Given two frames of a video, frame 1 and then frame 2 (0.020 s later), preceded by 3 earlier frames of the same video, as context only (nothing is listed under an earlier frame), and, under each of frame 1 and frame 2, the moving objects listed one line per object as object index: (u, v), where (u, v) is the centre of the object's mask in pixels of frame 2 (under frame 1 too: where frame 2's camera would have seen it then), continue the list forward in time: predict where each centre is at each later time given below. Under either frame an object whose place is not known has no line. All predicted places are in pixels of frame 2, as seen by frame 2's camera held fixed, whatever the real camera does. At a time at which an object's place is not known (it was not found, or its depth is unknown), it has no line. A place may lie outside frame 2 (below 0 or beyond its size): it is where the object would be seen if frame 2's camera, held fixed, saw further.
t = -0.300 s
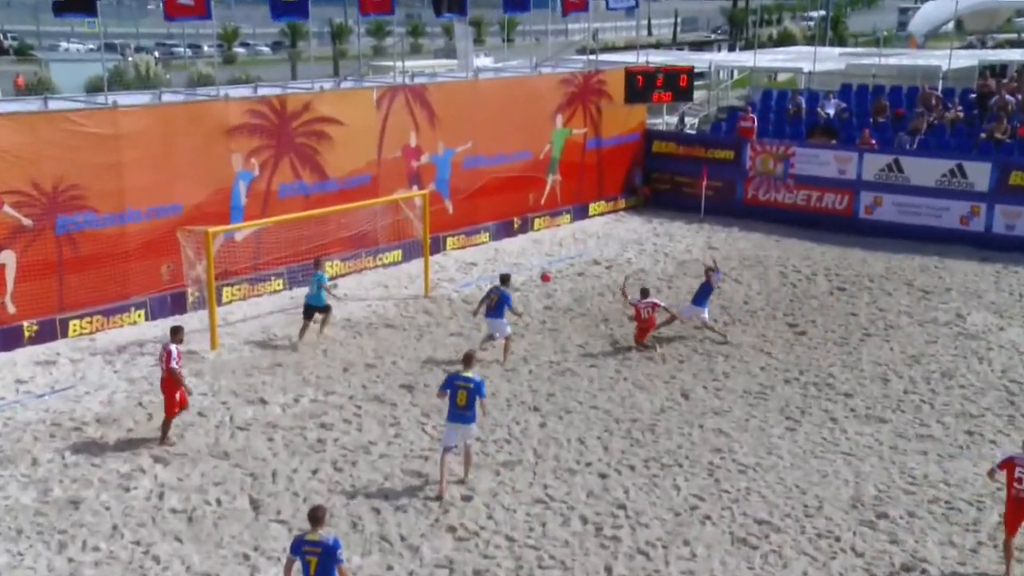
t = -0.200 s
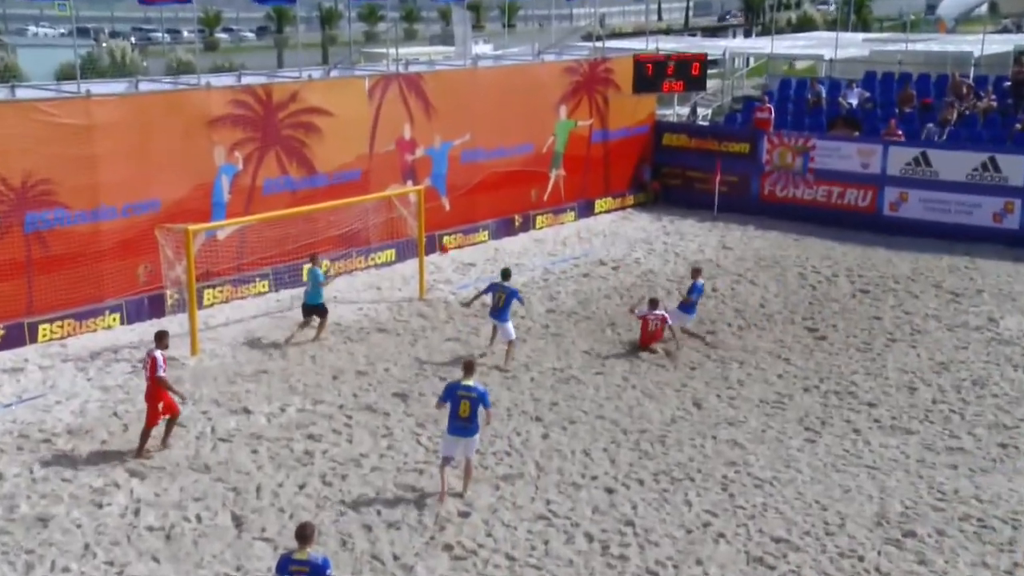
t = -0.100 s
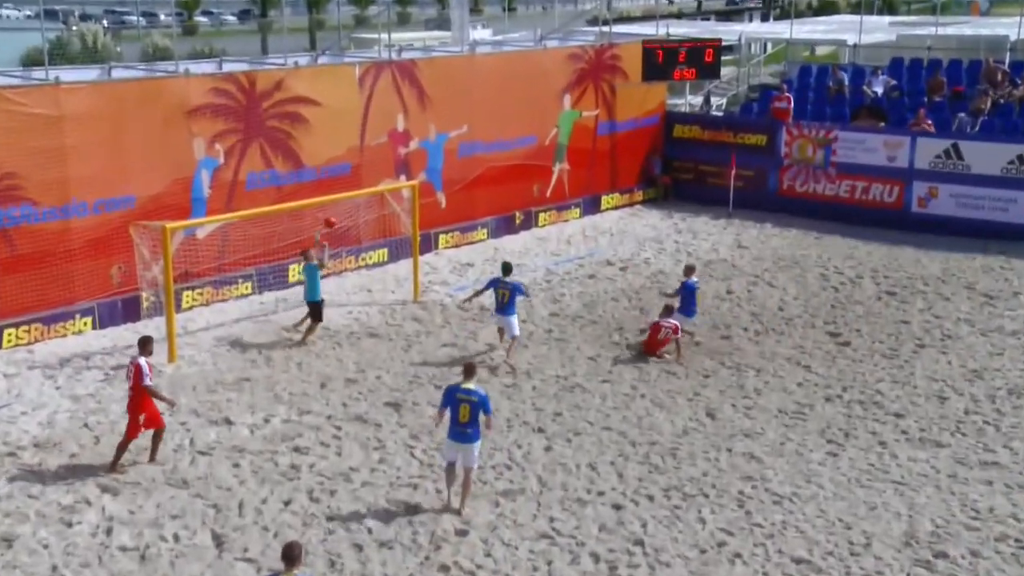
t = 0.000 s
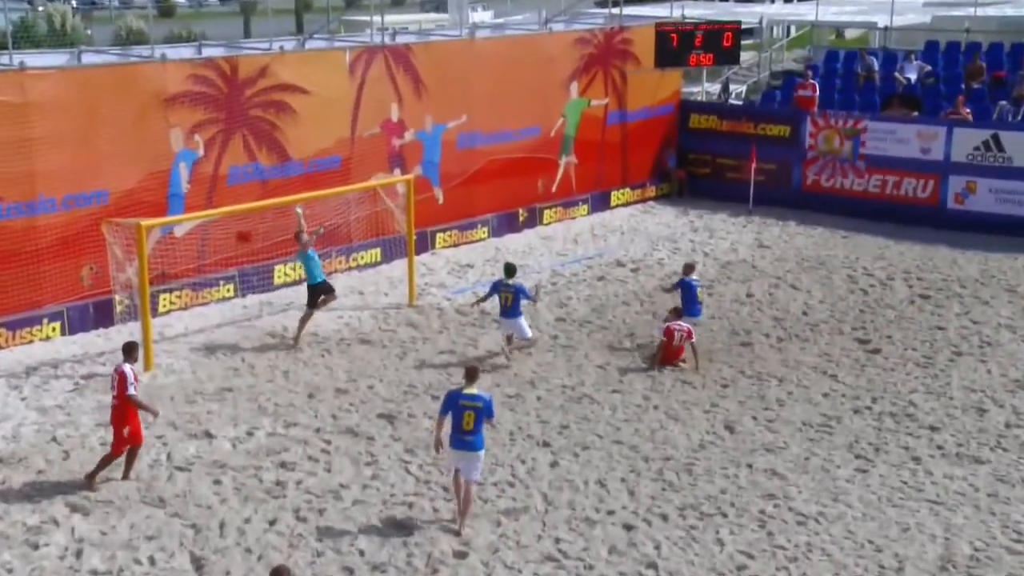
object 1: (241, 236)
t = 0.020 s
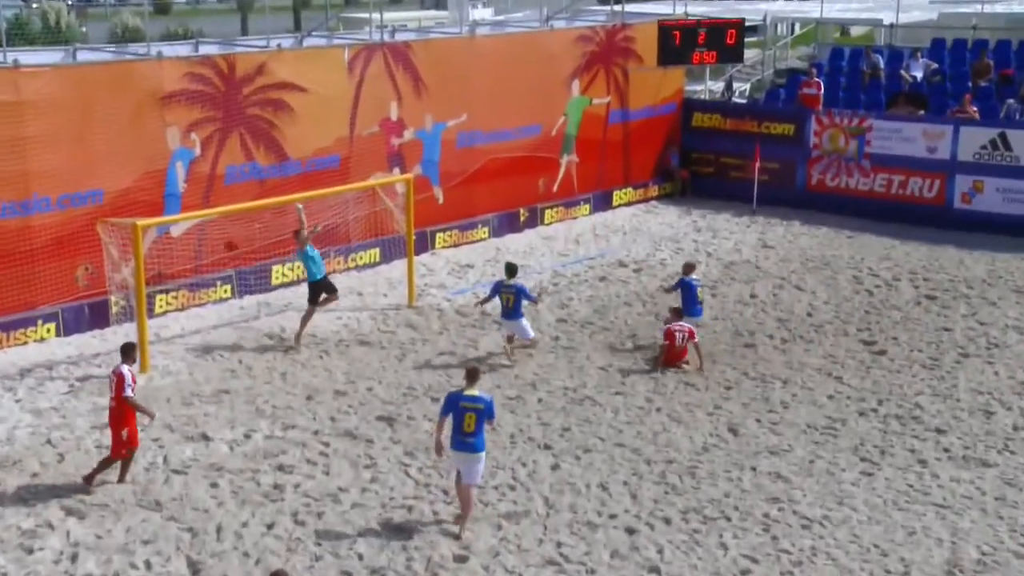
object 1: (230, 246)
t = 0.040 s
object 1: (222, 253)
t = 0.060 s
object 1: (215, 263)
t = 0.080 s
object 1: (209, 271)
